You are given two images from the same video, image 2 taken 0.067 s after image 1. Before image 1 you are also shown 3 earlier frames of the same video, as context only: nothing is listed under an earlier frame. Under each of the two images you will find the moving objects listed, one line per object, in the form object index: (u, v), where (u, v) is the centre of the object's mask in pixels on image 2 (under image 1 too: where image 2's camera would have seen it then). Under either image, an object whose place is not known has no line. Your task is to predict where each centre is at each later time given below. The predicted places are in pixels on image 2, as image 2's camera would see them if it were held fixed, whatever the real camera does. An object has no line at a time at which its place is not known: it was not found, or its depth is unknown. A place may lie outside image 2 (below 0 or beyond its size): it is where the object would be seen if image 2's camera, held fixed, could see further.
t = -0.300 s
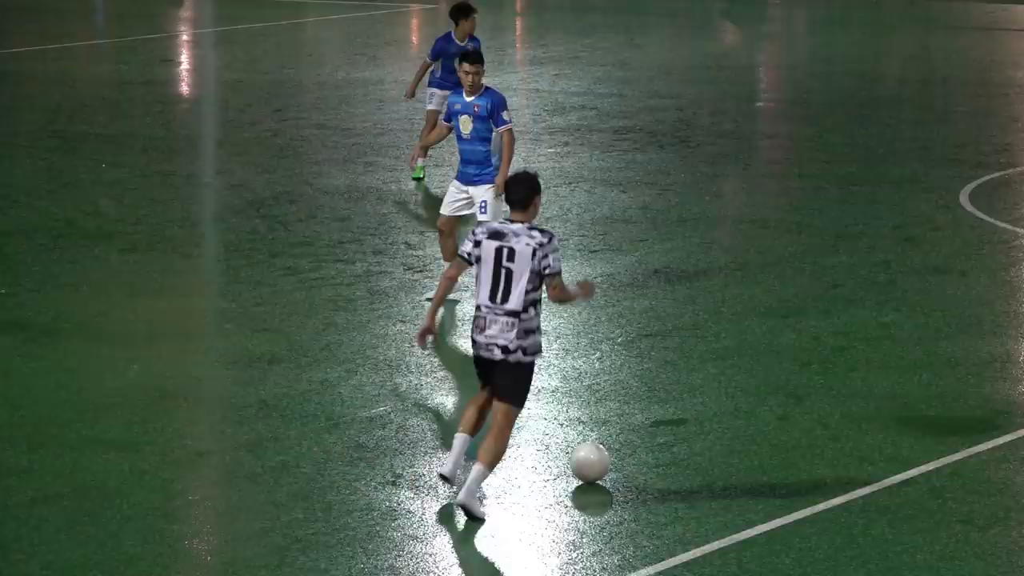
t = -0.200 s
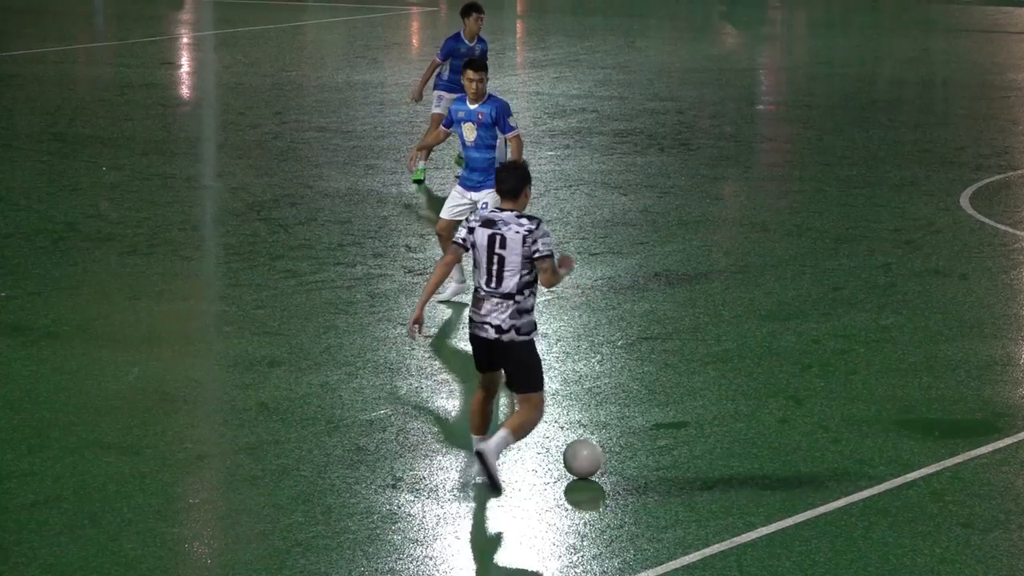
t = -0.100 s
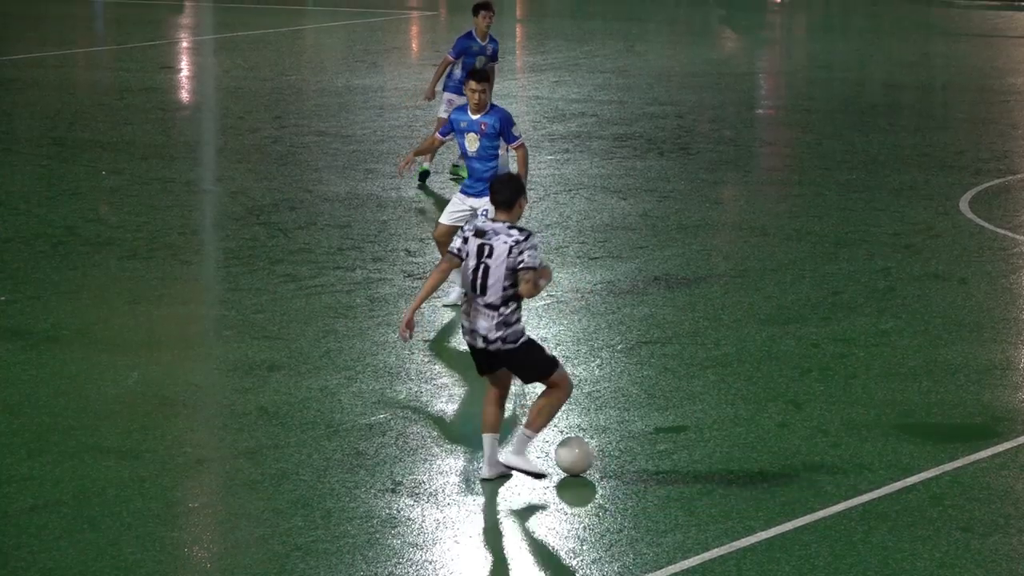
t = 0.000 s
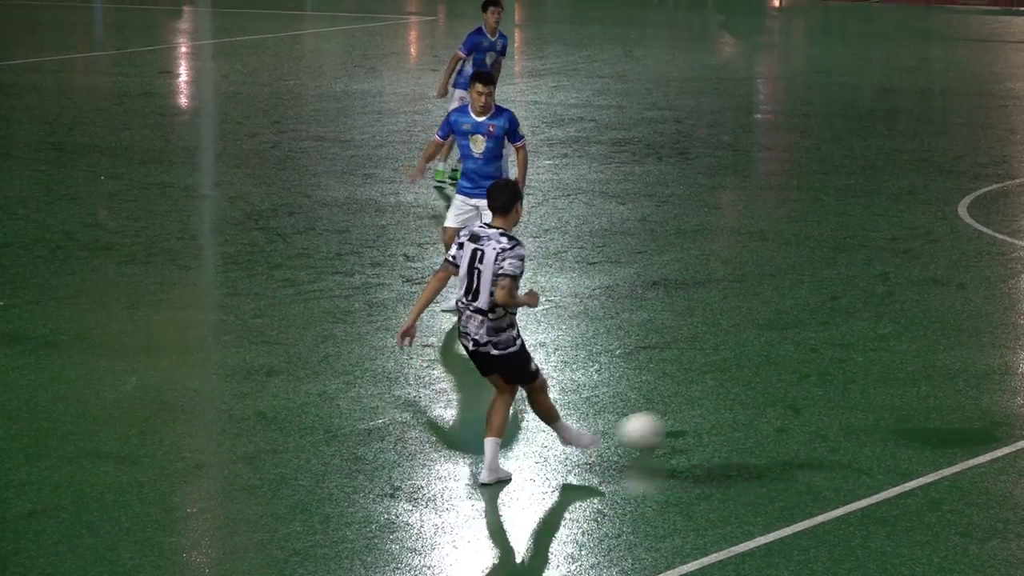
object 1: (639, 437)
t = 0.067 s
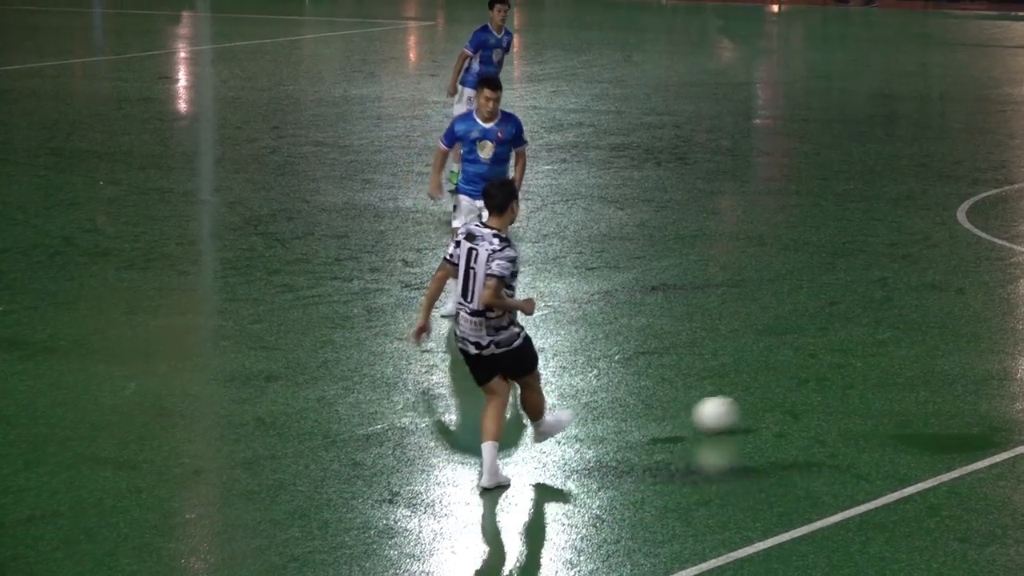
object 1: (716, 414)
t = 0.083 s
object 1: (733, 408)
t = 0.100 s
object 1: (751, 401)
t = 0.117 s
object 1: (768, 396)
